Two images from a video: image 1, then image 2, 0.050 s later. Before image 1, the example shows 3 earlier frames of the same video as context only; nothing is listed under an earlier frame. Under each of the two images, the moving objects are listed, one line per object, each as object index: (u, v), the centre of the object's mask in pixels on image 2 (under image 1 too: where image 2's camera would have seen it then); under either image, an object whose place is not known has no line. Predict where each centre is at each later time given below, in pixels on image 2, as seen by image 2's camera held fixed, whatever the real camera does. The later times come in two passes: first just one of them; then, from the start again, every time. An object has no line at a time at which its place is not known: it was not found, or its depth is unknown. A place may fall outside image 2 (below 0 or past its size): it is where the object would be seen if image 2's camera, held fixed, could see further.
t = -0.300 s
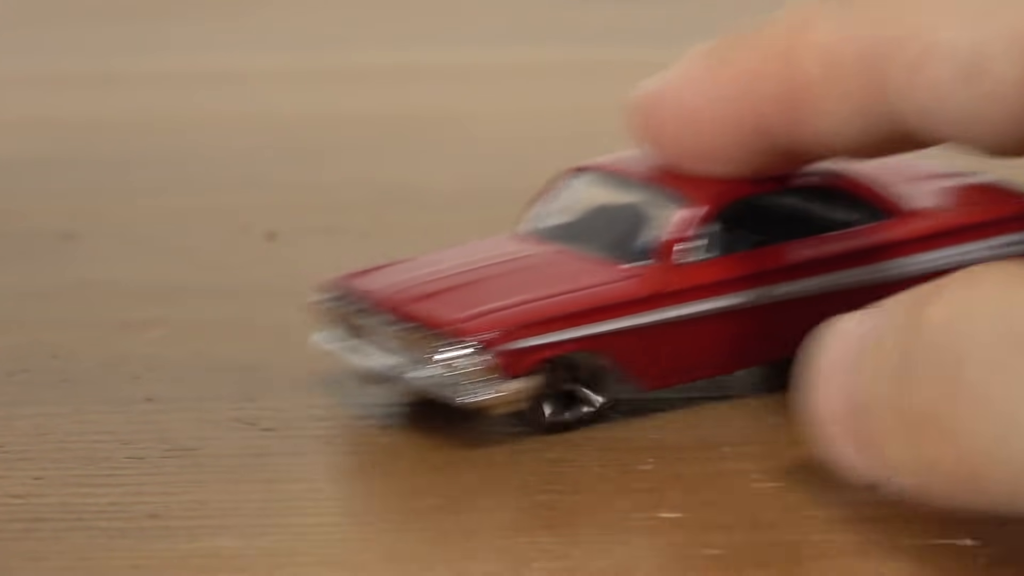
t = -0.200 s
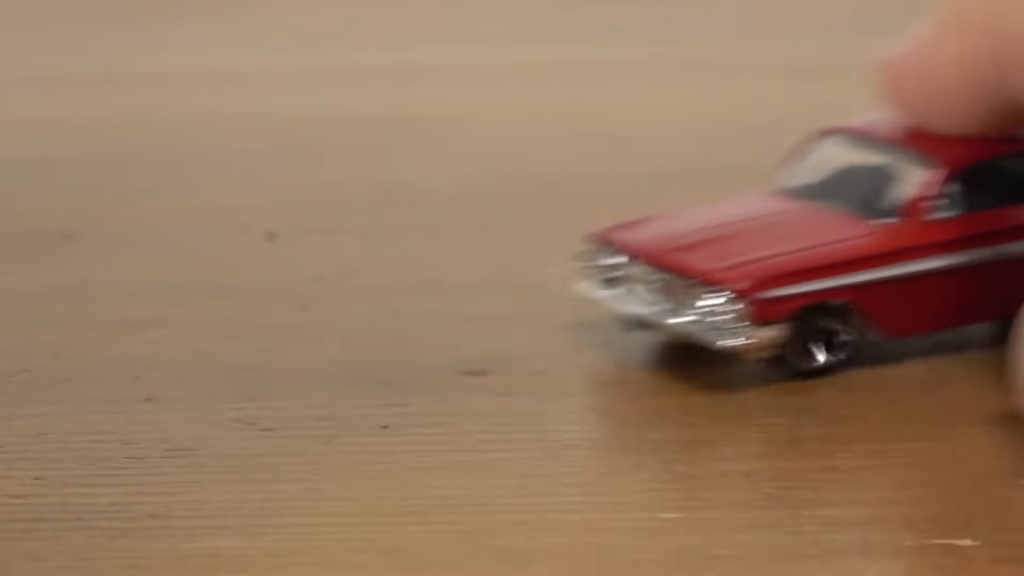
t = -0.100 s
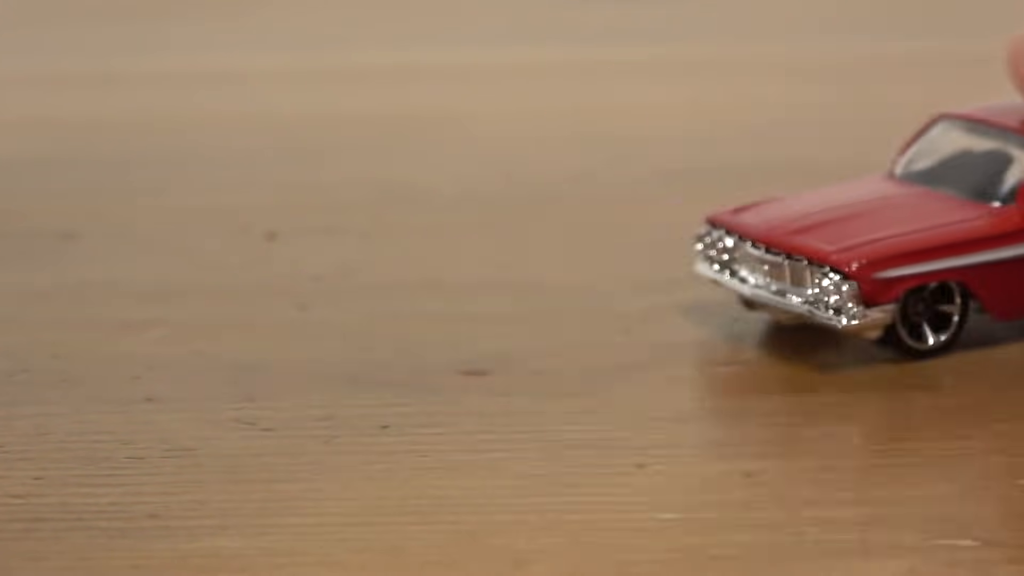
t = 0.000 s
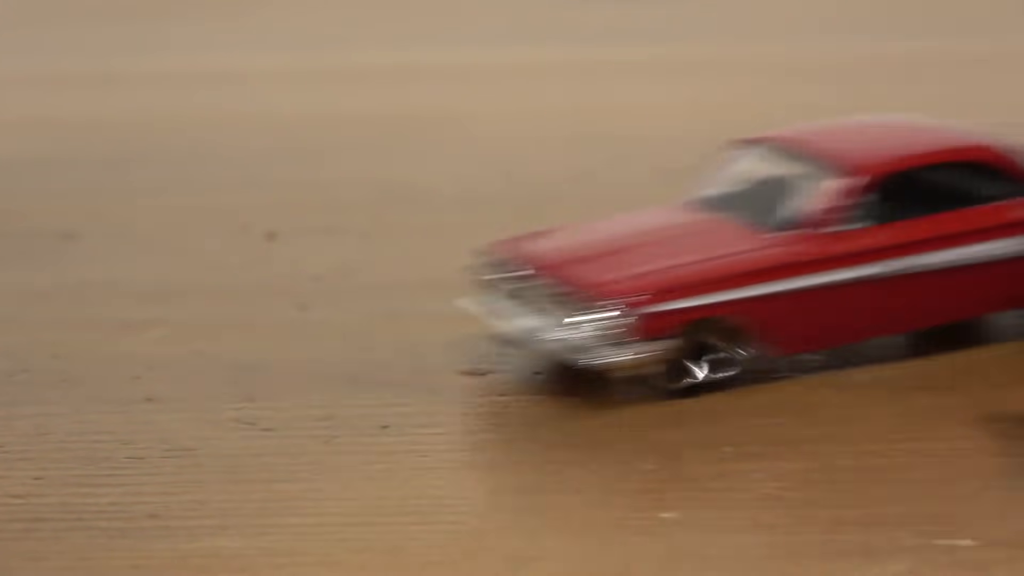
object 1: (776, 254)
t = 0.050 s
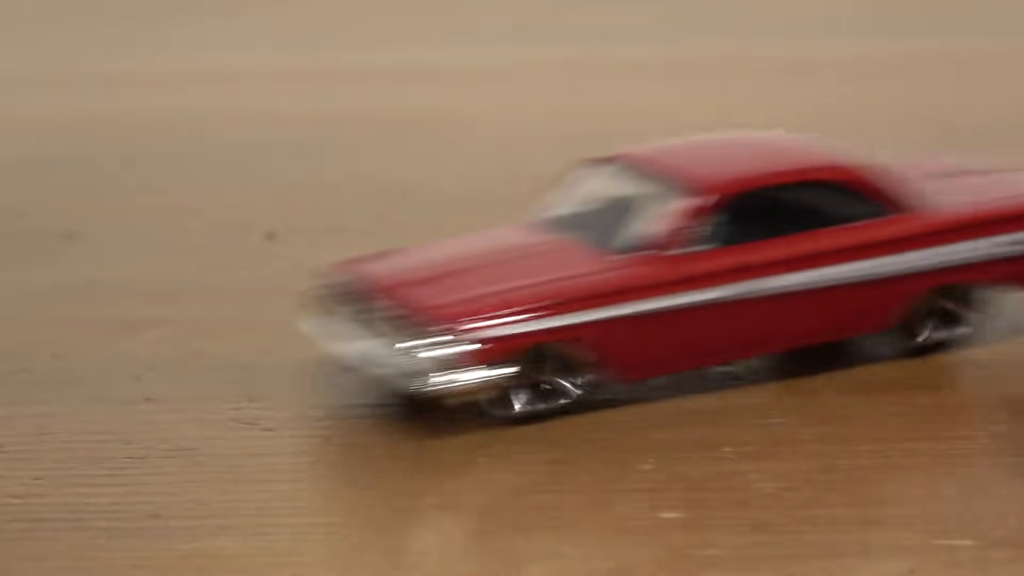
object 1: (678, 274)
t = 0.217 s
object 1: (289, 323)
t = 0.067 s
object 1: (642, 280)
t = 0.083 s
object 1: (604, 285)
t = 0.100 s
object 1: (553, 293)
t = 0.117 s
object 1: (505, 298)
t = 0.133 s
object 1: (453, 306)
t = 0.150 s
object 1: (404, 313)
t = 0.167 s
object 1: (370, 317)
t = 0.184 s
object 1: (342, 320)
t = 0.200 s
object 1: (315, 321)
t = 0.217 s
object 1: (289, 323)
